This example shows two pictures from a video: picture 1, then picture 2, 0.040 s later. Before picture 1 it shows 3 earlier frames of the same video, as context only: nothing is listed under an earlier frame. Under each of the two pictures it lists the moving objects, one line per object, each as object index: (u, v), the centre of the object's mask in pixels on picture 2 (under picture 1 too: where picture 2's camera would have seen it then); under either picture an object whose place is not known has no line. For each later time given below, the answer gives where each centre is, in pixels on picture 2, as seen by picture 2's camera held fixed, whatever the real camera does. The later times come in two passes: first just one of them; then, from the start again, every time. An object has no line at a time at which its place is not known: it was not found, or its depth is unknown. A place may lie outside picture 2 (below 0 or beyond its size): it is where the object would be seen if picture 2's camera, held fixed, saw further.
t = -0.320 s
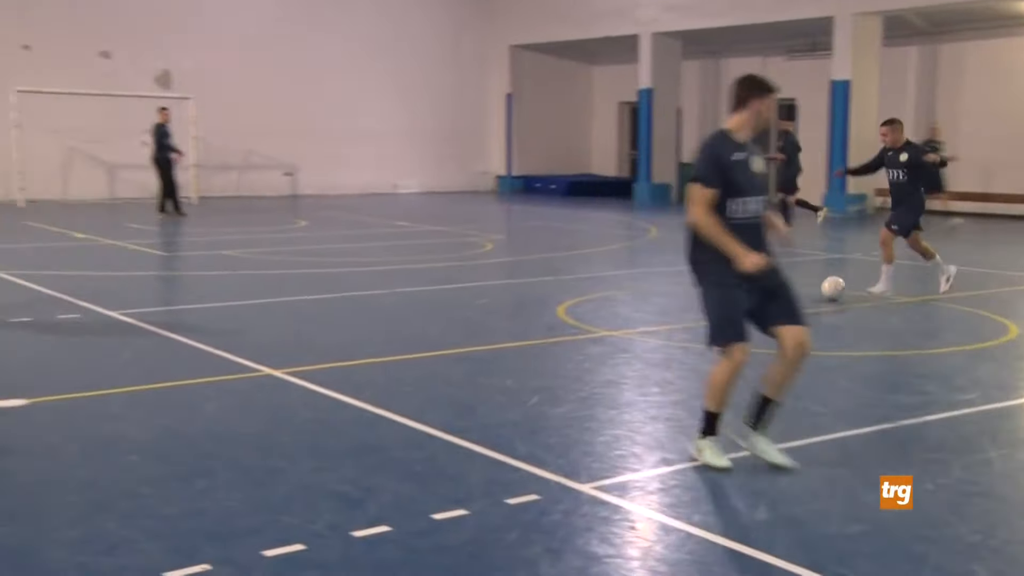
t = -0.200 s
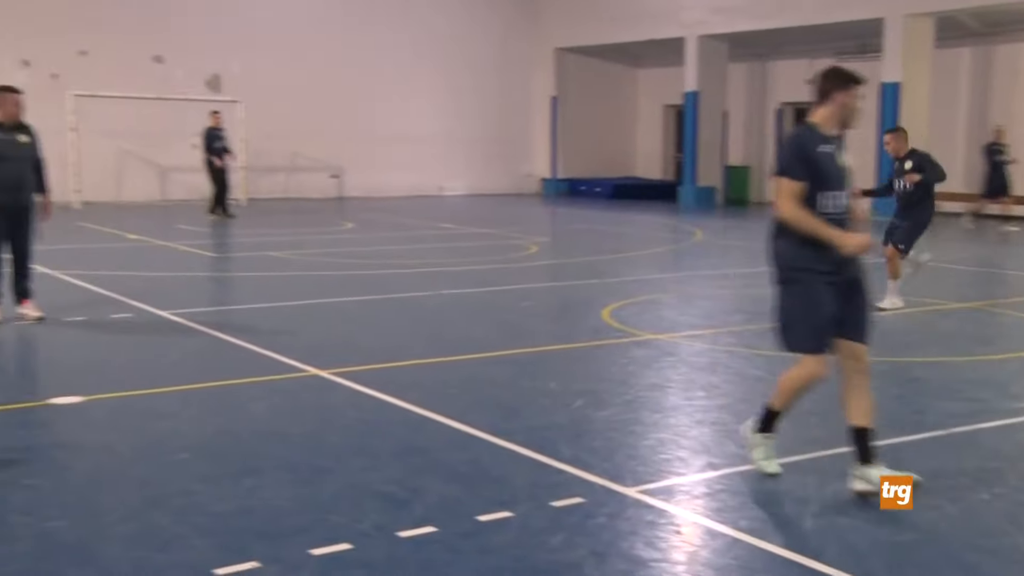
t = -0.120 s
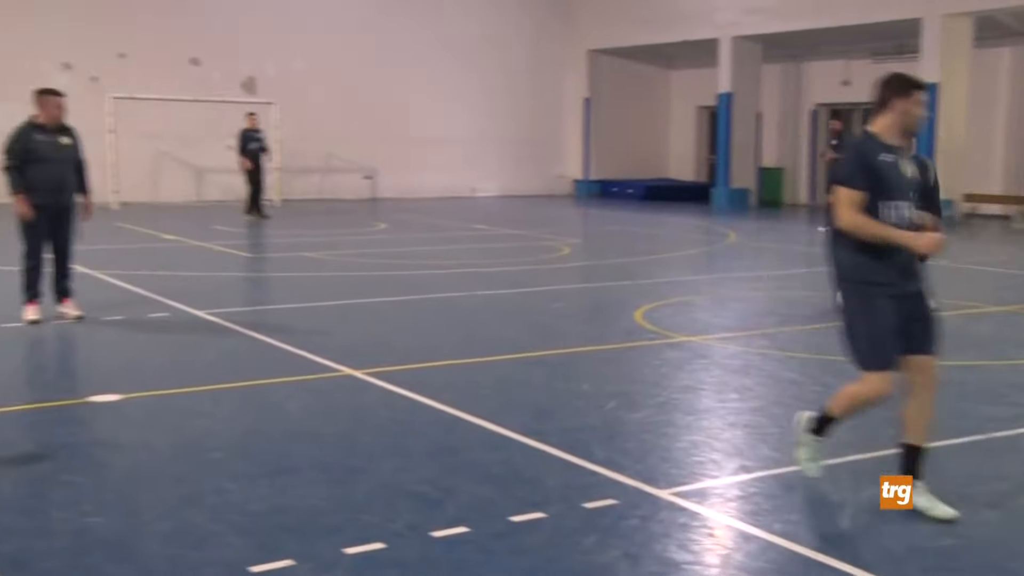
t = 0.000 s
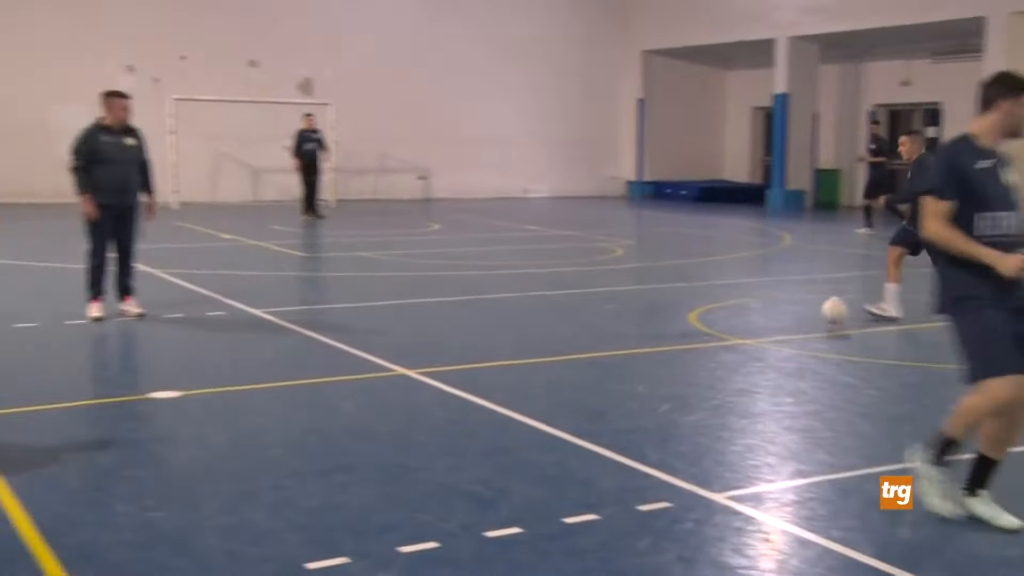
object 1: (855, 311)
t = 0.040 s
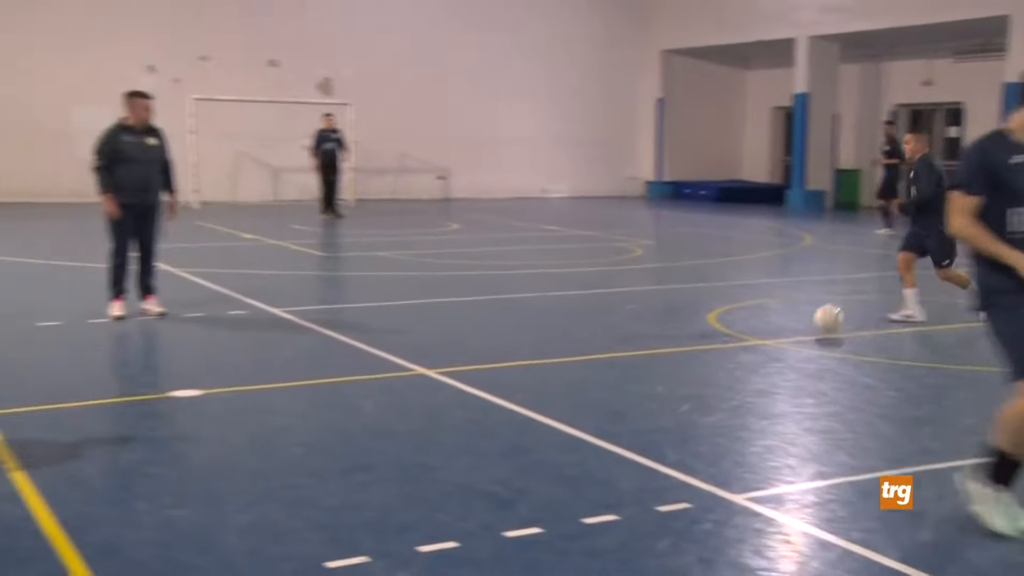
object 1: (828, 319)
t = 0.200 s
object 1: (709, 346)
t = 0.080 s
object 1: (798, 328)
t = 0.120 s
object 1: (770, 332)
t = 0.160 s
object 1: (741, 337)
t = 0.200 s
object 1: (709, 346)
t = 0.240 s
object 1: (677, 351)
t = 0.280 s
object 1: (645, 359)
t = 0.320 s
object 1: (610, 366)
